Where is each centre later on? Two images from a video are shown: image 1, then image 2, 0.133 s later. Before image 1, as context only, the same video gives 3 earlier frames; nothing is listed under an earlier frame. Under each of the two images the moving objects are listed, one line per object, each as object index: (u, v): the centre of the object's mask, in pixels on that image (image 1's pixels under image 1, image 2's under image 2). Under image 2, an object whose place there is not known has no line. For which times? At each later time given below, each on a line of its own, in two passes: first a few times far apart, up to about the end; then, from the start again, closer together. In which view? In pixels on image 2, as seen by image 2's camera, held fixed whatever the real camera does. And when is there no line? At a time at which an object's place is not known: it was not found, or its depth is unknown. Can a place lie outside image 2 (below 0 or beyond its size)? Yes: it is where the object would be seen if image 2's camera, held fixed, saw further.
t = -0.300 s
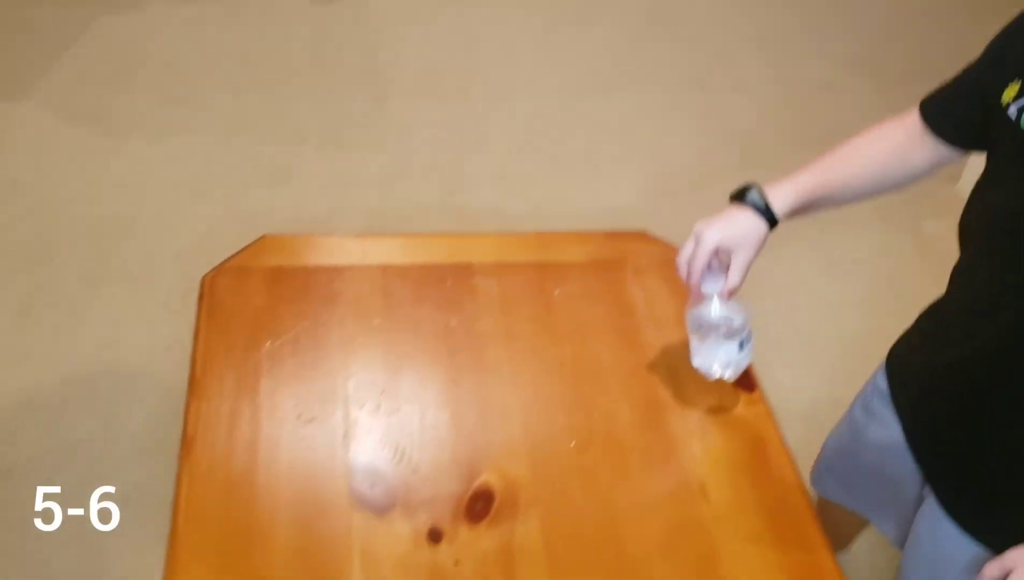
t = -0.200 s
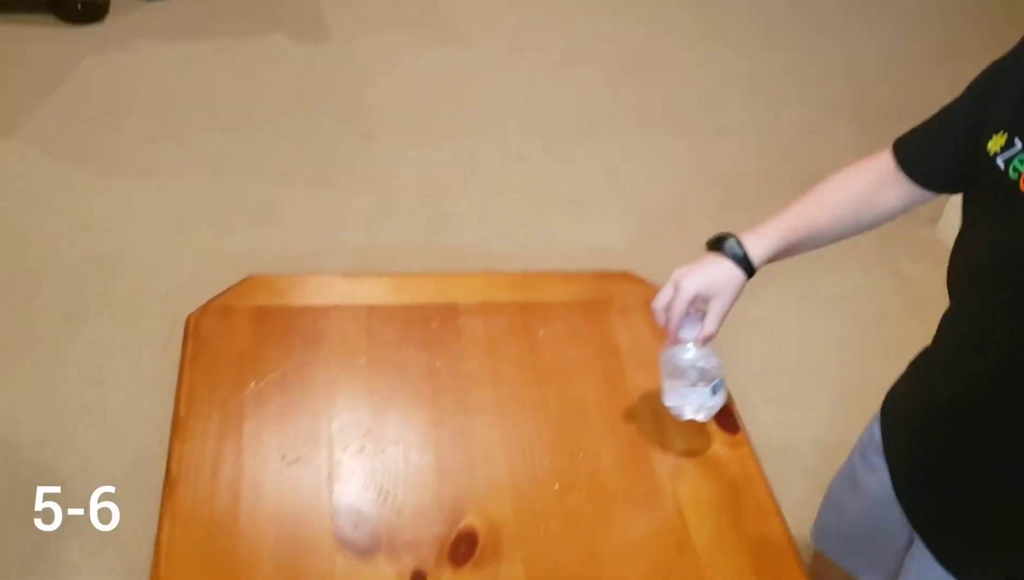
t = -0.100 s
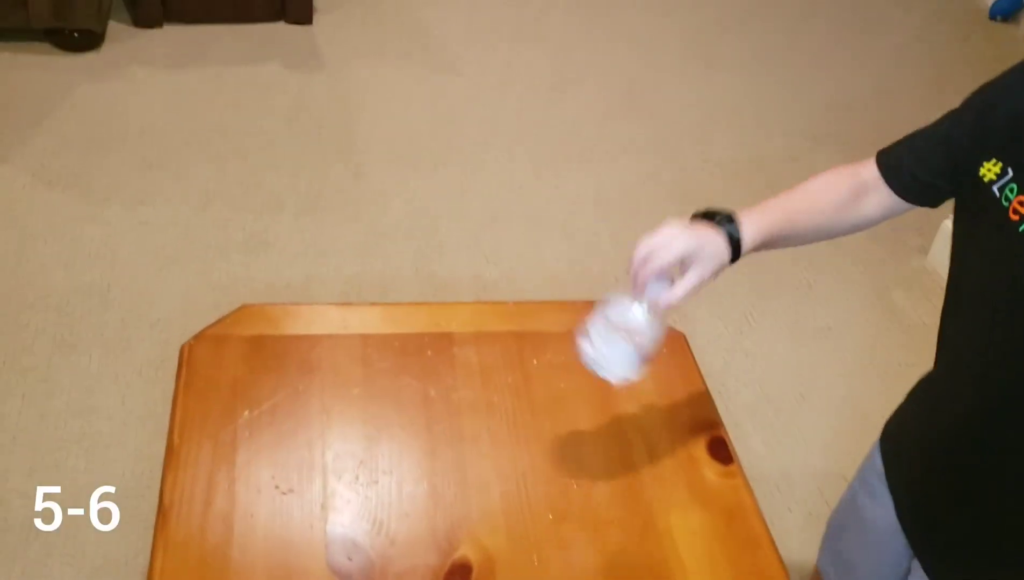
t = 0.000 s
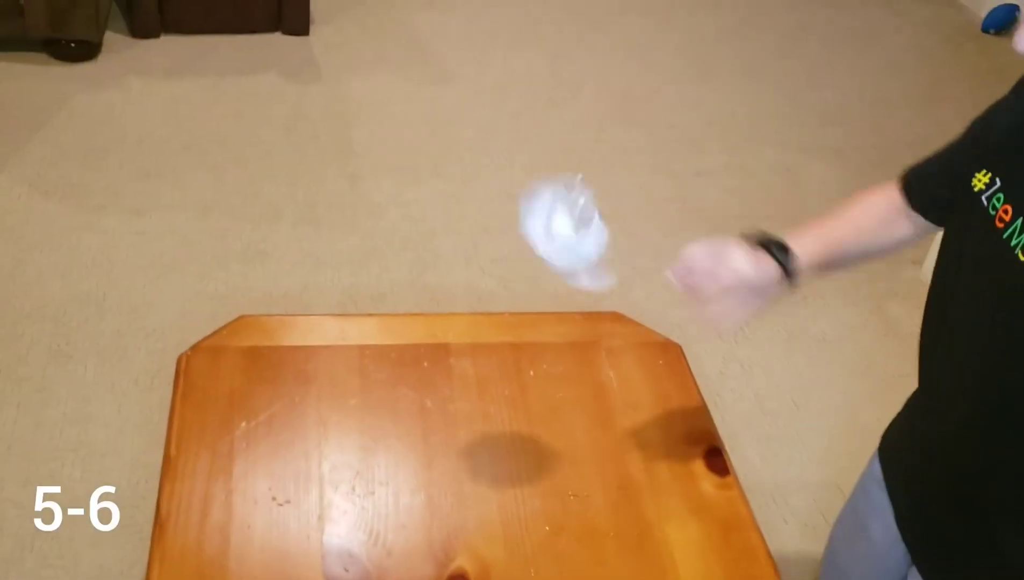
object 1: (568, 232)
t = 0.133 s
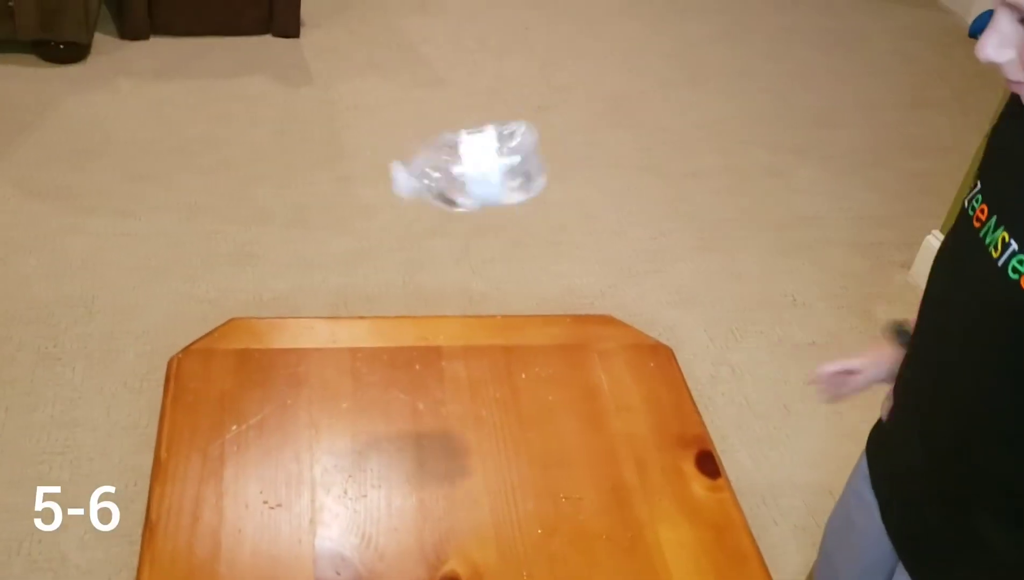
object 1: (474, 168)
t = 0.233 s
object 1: (408, 237)
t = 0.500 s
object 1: (292, 464)
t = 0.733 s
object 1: (288, 465)
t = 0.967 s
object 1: (289, 471)
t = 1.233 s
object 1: (288, 483)
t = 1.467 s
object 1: (287, 494)
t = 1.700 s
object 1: (289, 502)
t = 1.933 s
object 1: (290, 496)
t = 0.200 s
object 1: (431, 203)
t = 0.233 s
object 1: (408, 237)
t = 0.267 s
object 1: (385, 278)
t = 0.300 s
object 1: (362, 328)
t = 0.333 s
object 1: (341, 380)
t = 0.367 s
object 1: (319, 443)
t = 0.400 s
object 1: (310, 457)
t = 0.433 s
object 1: (304, 462)
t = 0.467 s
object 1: (298, 463)
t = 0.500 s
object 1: (292, 464)
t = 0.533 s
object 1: (290, 464)
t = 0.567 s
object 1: (288, 463)
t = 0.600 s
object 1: (288, 463)
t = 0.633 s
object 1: (288, 464)
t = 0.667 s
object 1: (288, 464)
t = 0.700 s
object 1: (288, 465)
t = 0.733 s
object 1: (288, 465)
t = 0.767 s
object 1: (288, 466)
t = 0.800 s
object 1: (289, 466)
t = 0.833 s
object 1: (288, 467)
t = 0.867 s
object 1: (289, 468)
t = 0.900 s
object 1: (289, 469)
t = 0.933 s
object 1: (289, 470)
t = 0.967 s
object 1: (289, 471)
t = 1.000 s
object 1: (289, 472)
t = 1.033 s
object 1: (289, 474)
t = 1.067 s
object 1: (288, 475)
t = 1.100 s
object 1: (288, 477)
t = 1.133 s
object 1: (288, 479)
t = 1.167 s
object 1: (288, 480)
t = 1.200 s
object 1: (288, 481)
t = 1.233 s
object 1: (288, 483)
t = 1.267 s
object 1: (288, 485)
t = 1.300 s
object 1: (288, 487)
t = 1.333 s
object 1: (288, 488)
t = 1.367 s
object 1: (288, 489)
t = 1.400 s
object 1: (288, 490)
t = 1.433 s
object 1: (288, 492)
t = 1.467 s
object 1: (287, 494)
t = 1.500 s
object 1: (288, 495)
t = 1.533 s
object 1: (289, 496)
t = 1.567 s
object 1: (290, 498)
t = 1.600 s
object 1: (289, 500)
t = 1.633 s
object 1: (289, 502)
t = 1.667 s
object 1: (289, 502)
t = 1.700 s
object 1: (289, 502)
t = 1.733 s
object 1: (289, 501)
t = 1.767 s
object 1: (289, 501)
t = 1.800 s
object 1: (289, 501)
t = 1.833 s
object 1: (290, 499)
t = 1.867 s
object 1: (290, 498)
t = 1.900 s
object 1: (290, 497)
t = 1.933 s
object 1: (290, 496)
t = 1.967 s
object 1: (290, 496)
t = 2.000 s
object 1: (290, 496)
